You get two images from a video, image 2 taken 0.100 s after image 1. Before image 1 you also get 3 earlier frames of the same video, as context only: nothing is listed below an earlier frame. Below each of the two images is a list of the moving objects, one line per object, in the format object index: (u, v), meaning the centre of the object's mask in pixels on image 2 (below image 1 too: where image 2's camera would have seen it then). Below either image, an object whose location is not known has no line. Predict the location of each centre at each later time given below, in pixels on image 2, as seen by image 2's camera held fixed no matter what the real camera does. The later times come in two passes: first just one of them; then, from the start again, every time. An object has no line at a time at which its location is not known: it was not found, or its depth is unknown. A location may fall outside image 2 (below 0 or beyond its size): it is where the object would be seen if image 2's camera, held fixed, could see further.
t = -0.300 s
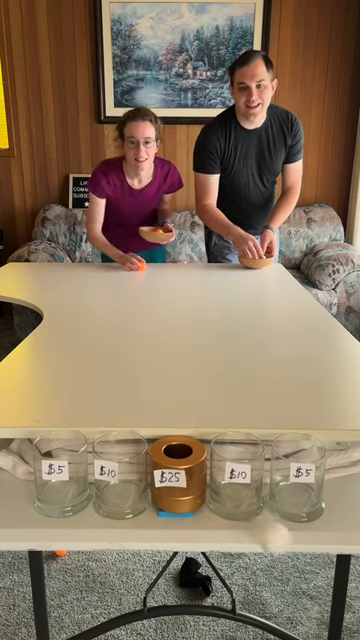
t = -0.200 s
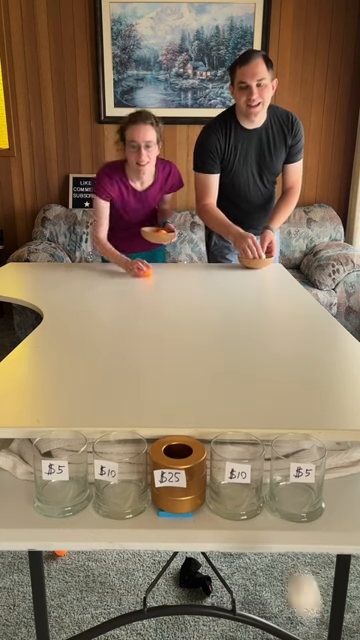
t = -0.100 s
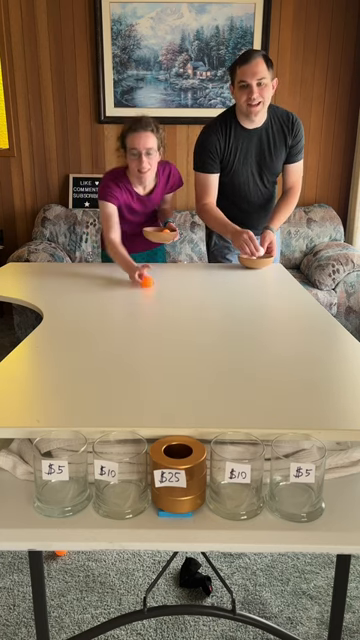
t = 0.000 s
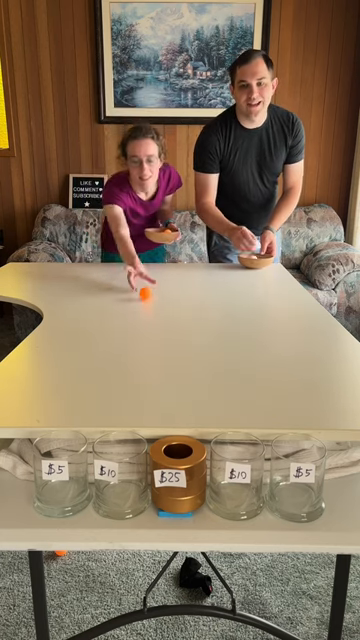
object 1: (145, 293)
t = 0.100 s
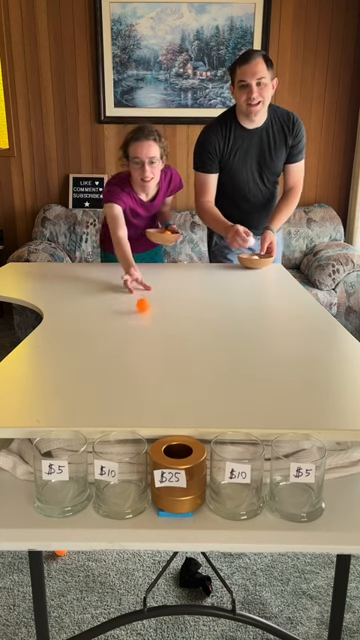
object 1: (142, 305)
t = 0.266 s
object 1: (138, 324)
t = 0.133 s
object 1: (141, 309)
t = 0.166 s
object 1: (140, 313)
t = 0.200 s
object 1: (139, 317)
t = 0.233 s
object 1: (139, 321)
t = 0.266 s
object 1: (138, 324)
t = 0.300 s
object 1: (138, 327)
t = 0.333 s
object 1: (137, 332)
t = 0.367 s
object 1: (136, 335)
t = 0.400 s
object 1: (135, 340)
